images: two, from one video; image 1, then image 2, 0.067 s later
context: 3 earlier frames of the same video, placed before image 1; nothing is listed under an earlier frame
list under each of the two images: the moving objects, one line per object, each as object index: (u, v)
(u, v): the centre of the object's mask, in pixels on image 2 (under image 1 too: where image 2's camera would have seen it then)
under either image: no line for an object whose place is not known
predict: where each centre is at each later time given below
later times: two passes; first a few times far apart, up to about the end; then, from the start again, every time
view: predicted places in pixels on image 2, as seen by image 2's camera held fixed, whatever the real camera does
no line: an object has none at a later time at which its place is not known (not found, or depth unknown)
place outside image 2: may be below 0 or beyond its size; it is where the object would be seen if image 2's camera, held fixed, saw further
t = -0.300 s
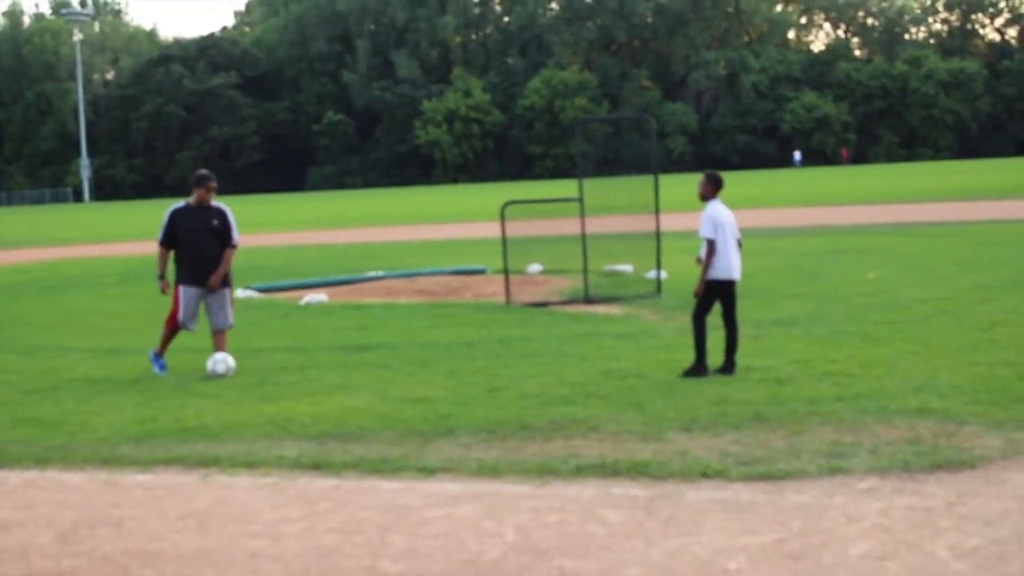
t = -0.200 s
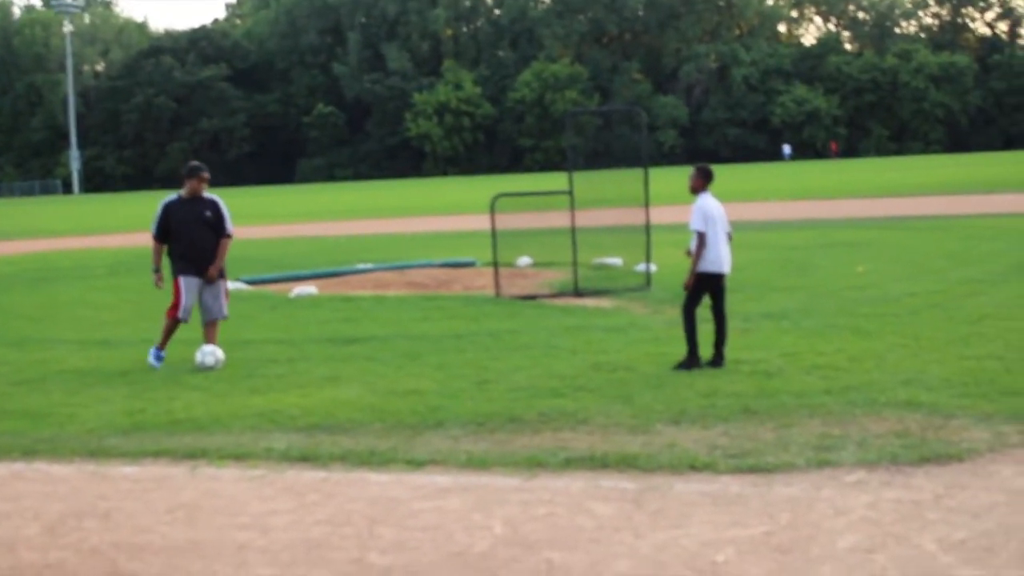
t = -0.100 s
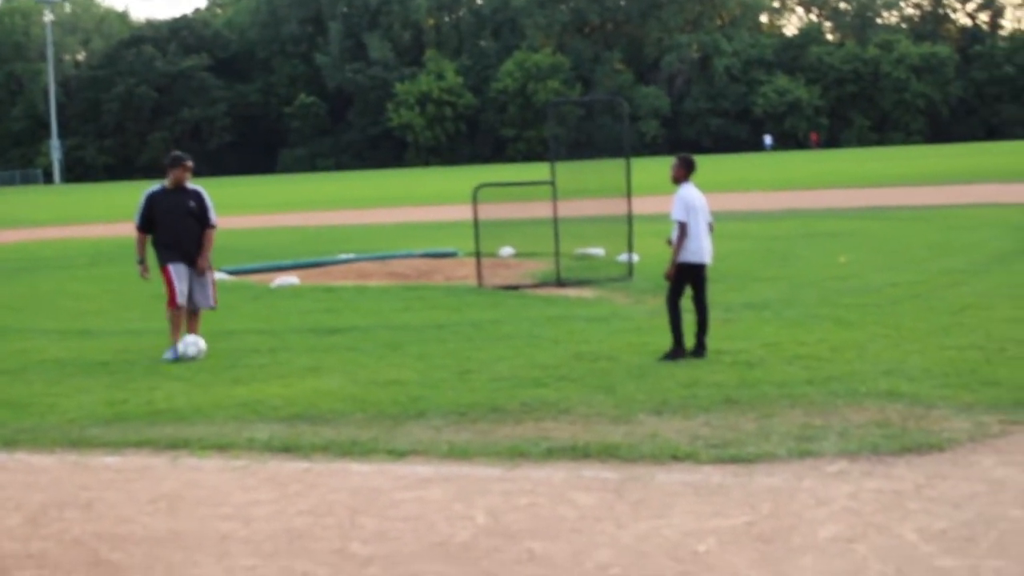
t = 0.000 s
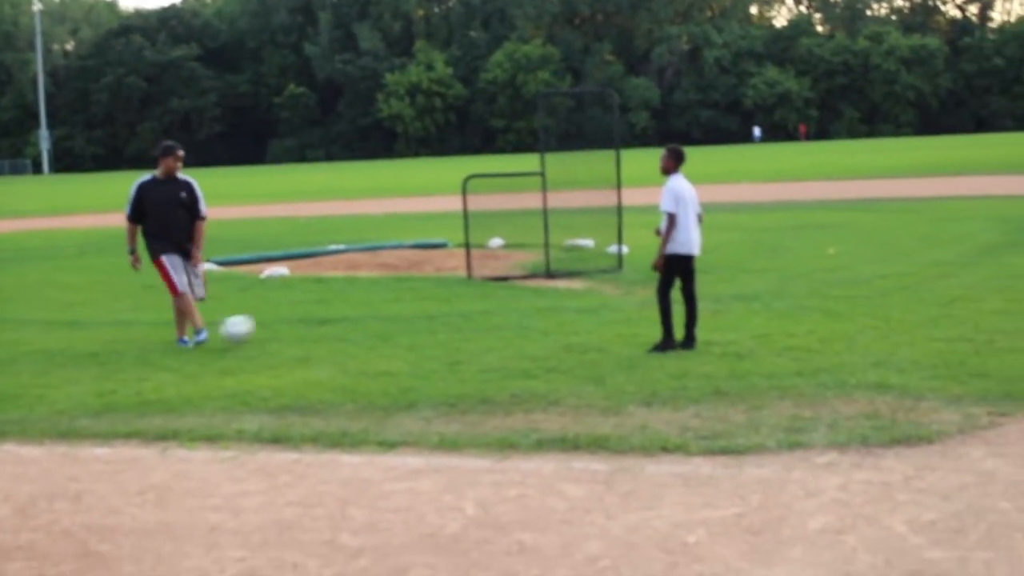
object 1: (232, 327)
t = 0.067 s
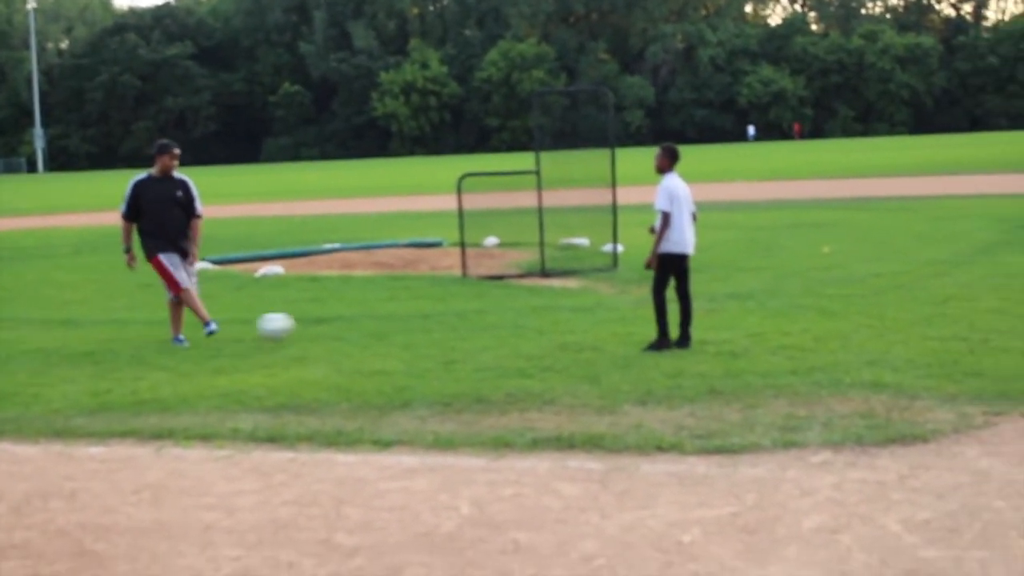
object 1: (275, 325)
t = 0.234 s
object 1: (373, 331)
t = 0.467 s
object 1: (472, 328)
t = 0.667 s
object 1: (539, 326)
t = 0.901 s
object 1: (614, 323)
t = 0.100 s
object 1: (296, 326)
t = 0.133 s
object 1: (318, 329)
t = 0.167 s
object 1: (339, 332)
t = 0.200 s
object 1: (359, 333)
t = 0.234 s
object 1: (373, 331)
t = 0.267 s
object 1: (389, 329)
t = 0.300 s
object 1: (404, 328)
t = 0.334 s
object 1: (419, 329)
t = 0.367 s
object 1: (434, 330)
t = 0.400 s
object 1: (448, 331)
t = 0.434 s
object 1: (460, 330)
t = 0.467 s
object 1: (472, 328)
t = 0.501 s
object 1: (483, 327)
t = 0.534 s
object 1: (494, 327)
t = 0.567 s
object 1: (506, 328)
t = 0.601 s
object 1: (517, 327)
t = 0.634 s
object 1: (528, 326)
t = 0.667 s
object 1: (539, 326)
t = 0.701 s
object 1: (550, 325)
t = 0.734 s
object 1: (561, 324)
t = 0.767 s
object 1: (572, 323)
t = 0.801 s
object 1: (582, 322)
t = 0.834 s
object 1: (593, 323)
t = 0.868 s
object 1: (603, 323)
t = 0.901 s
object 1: (614, 323)
